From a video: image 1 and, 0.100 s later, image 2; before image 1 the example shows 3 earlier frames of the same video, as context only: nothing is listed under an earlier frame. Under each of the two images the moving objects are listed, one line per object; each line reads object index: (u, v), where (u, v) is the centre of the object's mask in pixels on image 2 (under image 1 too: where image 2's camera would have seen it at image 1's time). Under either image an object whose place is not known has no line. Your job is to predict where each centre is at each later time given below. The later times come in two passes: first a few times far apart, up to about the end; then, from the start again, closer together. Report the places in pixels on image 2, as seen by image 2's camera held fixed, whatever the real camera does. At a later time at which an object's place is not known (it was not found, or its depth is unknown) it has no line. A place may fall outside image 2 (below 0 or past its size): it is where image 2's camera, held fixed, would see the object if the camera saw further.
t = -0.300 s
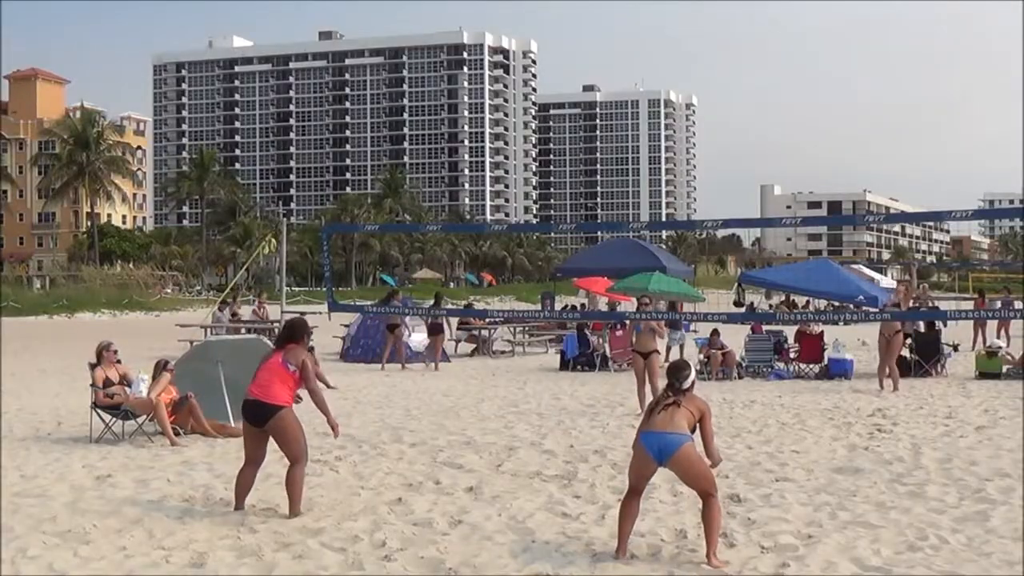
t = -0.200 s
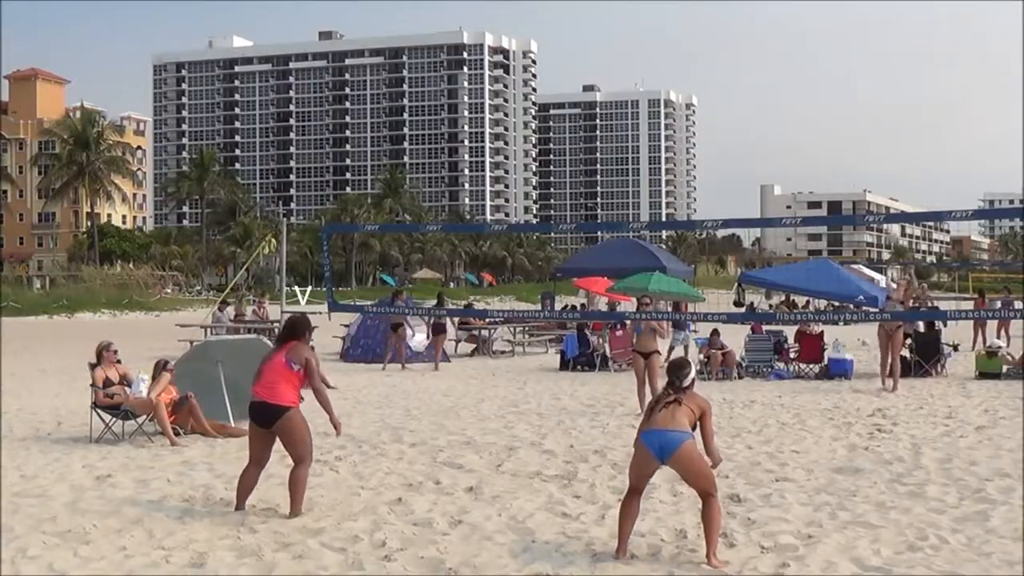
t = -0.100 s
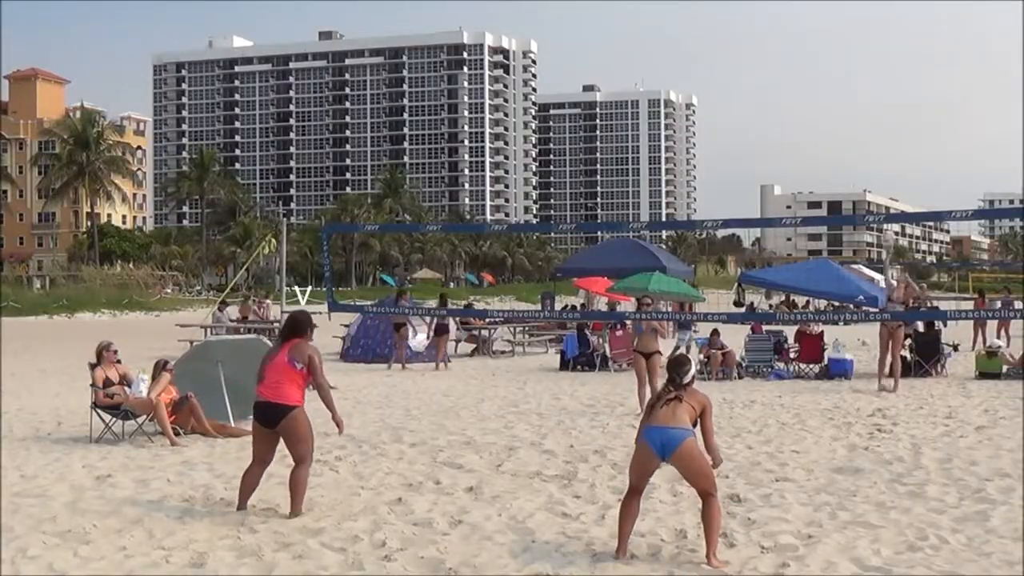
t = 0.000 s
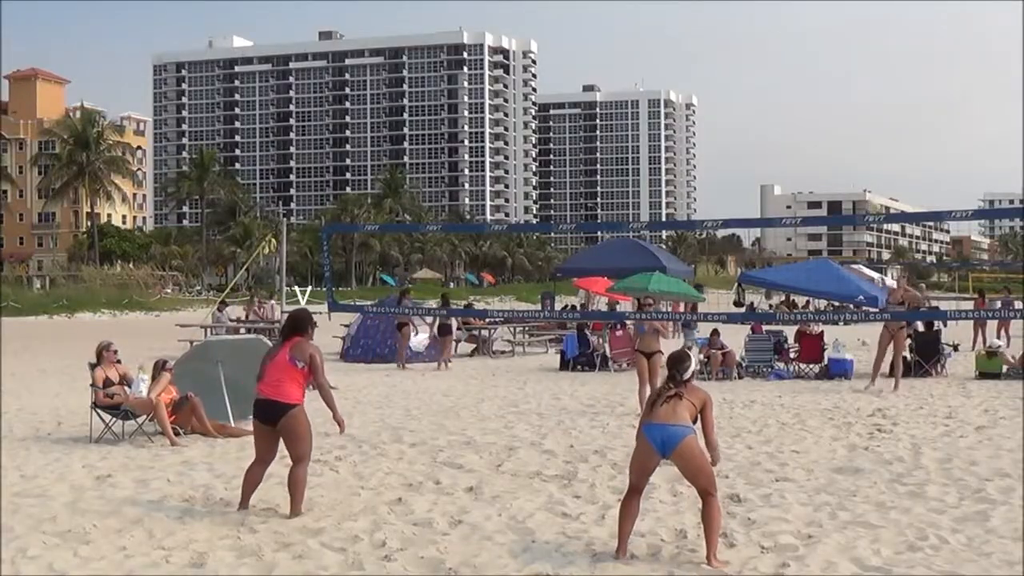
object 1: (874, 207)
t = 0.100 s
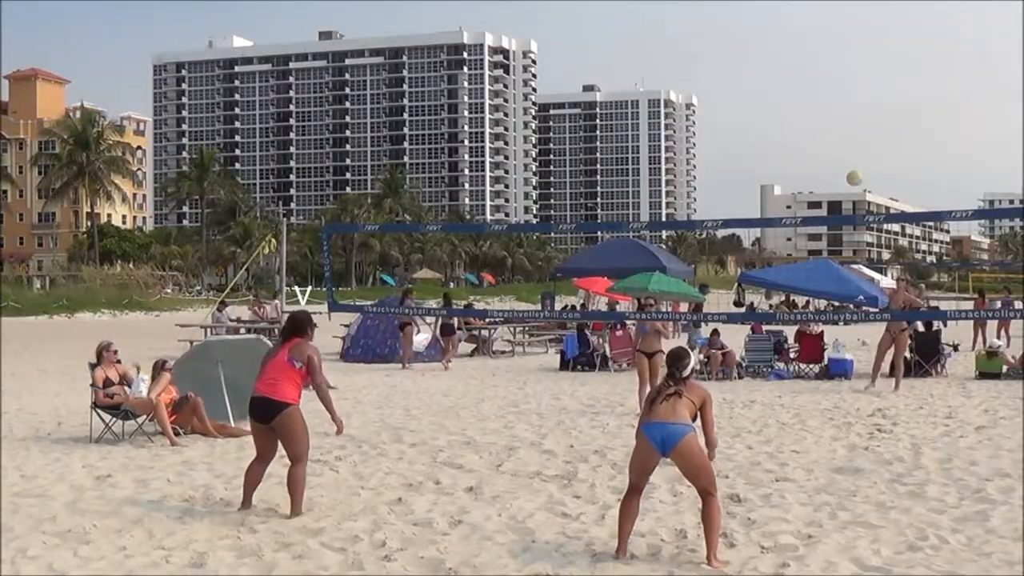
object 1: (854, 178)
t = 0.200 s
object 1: (833, 156)
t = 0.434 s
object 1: (772, 132)
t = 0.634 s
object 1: (702, 153)
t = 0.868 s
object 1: (590, 252)
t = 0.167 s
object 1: (841, 162)
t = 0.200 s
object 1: (833, 156)
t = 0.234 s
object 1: (826, 150)
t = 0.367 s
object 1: (792, 134)
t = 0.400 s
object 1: (782, 132)
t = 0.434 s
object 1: (772, 132)
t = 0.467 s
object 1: (762, 133)
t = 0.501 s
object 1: (751, 134)
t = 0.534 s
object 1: (739, 137)
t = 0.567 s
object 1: (726, 141)
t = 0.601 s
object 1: (714, 147)
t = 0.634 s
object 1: (702, 153)
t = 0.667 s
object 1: (688, 160)
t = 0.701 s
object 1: (673, 171)
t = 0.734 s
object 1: (659, 183)
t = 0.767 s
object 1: (643, 197)
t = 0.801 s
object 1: (627, 214)
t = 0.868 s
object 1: (590, 252)
